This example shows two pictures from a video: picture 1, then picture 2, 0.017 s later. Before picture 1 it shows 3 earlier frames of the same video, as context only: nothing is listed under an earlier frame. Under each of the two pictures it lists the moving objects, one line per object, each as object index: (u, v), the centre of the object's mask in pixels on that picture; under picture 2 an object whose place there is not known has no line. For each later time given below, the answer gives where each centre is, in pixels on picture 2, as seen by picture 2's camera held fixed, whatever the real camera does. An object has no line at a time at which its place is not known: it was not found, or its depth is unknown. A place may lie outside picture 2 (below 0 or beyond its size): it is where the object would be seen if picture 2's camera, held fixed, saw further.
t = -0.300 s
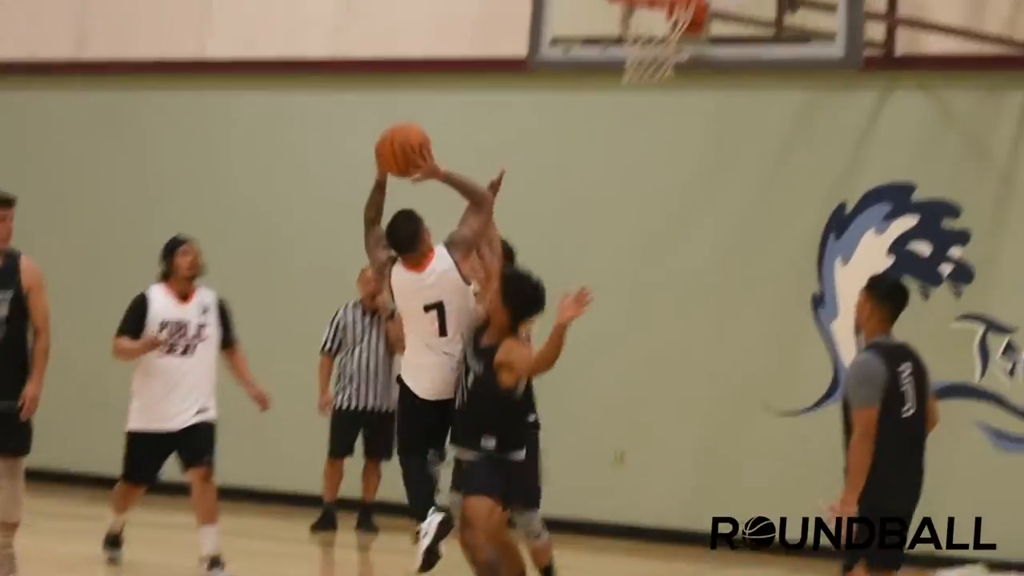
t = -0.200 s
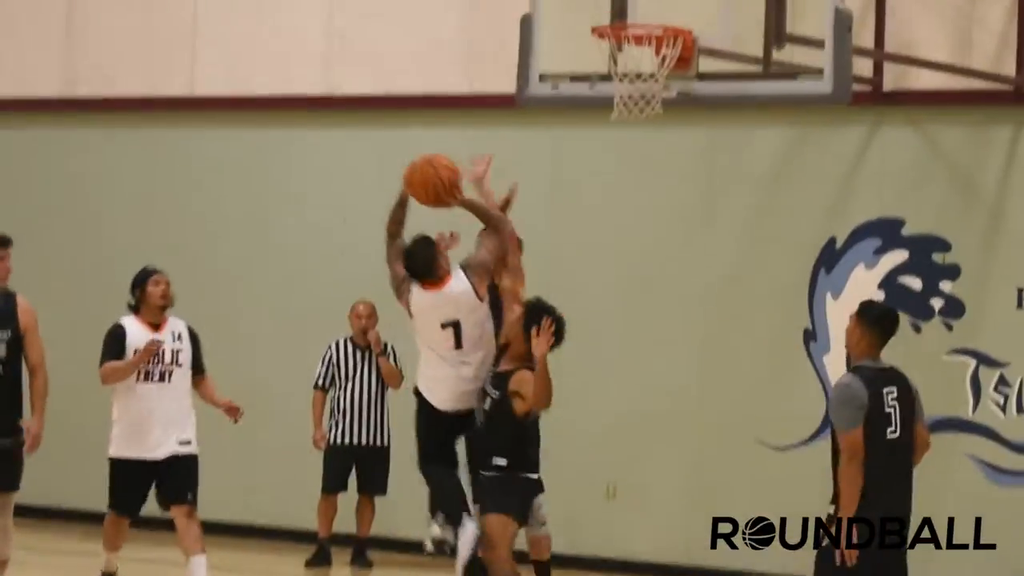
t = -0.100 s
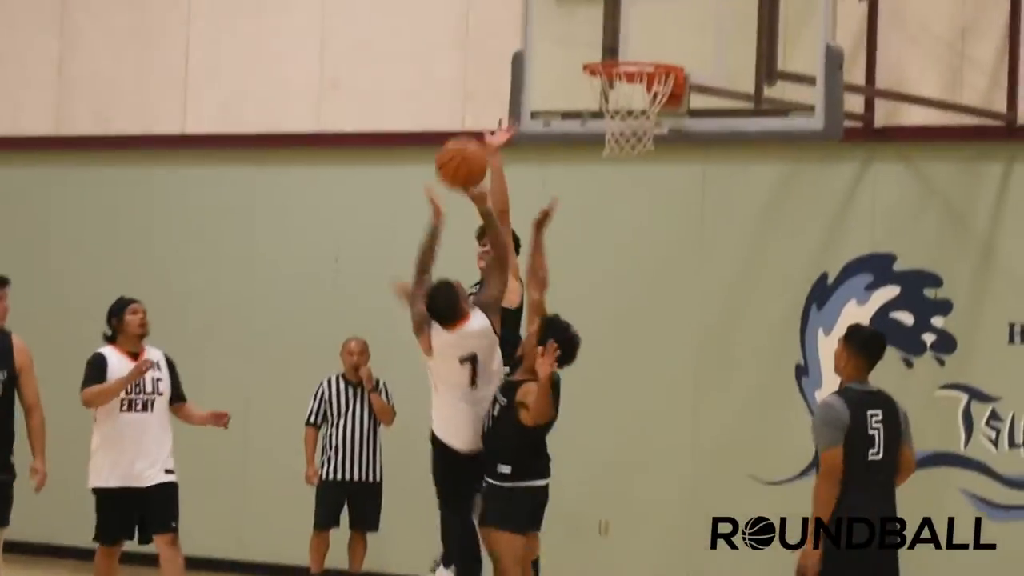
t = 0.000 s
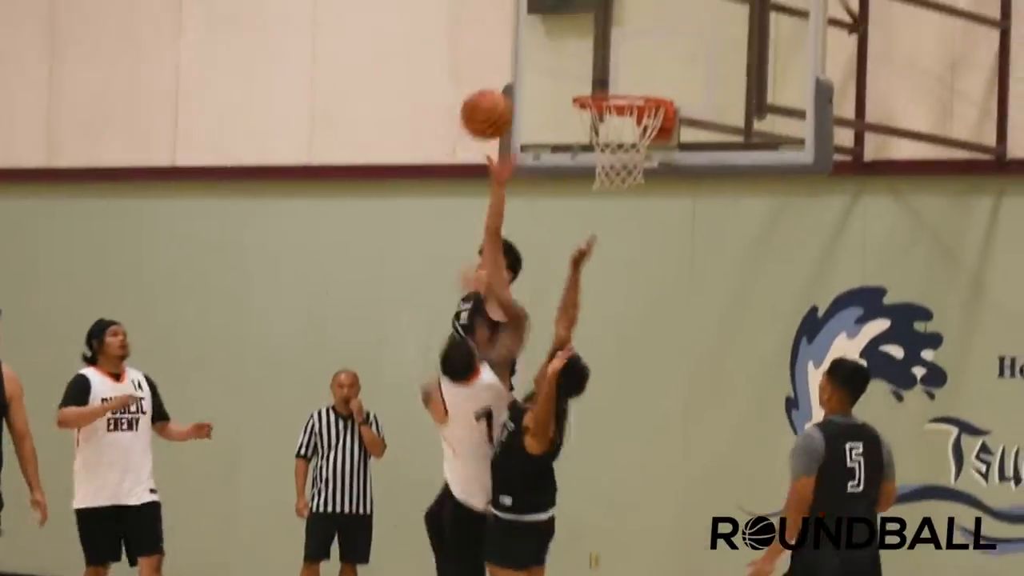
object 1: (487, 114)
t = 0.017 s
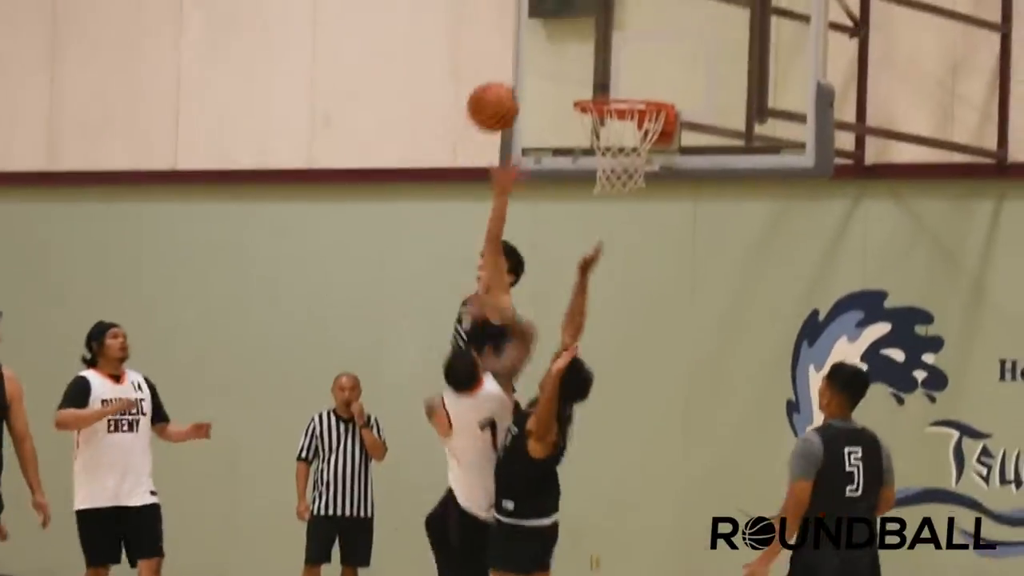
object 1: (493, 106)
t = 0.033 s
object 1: (499, 94)
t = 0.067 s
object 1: (509, 74)
